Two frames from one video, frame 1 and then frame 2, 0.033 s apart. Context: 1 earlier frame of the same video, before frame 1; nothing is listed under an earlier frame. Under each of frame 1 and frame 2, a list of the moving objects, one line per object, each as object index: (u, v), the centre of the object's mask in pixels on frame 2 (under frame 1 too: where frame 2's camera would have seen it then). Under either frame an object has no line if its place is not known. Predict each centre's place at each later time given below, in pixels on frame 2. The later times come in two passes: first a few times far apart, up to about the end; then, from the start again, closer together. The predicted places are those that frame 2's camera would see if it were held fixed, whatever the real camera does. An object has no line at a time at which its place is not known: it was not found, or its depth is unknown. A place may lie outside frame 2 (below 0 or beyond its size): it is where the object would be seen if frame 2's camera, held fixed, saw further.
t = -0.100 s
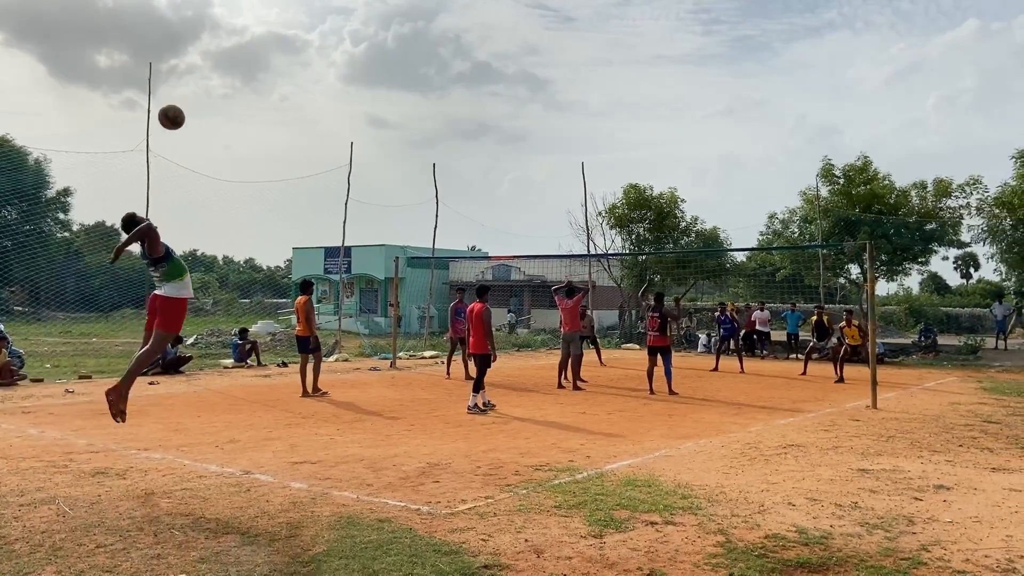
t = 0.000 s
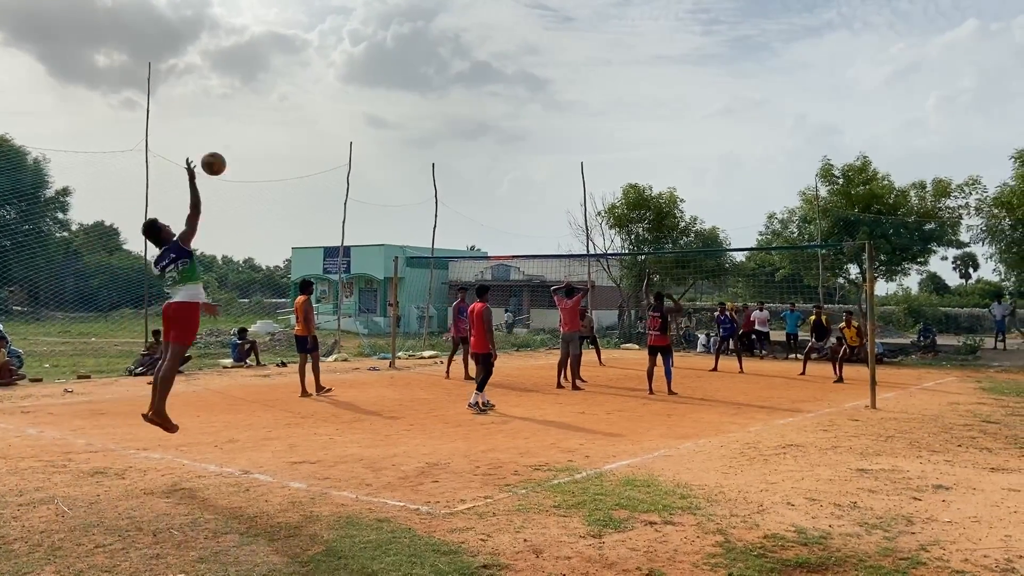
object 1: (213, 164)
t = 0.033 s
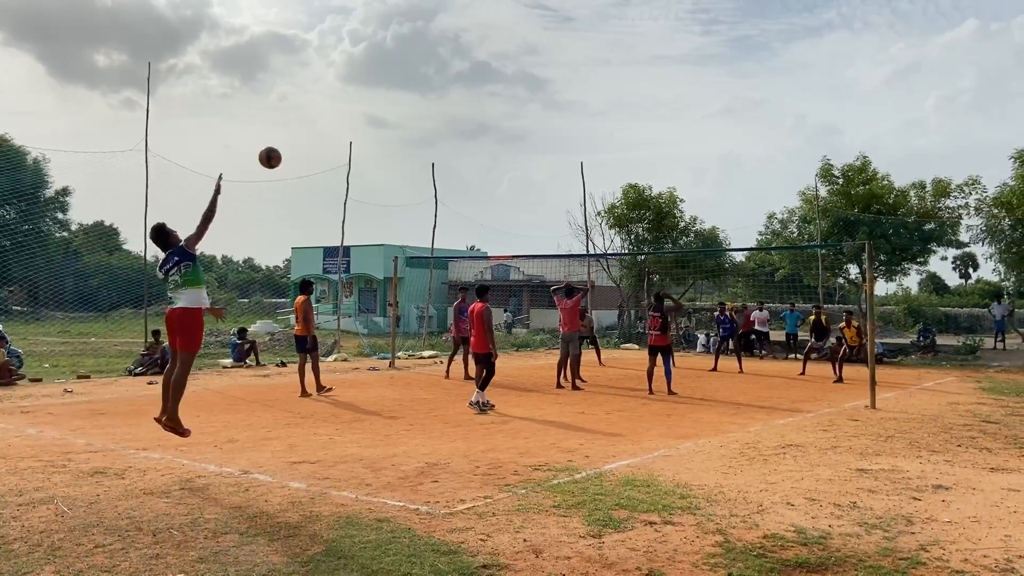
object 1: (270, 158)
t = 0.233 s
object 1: (491, 156)
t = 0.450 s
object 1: (619, 189)
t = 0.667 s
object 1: (695, 239)
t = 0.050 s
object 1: (296, 155)
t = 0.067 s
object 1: (319, 154)
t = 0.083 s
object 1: (341, 152)
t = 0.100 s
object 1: (362, 152)
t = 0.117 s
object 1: (382, 151)
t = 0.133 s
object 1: (400, 151)
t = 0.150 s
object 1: (417, 151)
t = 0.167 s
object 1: (434, 152)
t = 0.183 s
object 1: (449, 152)
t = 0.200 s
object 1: (464, 153)
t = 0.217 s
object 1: (477, 154)
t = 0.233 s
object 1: (491, 156)
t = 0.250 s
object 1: (503, 157)
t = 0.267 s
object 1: (515, 159)
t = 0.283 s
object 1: (527, 162)
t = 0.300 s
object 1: (538, 164)
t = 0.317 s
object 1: (549, 166)
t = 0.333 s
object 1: (559, 169)
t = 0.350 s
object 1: (568, 171)
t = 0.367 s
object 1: (577, 174)
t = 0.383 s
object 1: (586, 177)
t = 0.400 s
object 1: (595, 180)
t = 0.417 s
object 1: (603, 183)
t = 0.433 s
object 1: (611, 186)
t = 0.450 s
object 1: (619, 189)
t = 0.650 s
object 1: (689, 235)
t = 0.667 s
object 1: (695, 239)
